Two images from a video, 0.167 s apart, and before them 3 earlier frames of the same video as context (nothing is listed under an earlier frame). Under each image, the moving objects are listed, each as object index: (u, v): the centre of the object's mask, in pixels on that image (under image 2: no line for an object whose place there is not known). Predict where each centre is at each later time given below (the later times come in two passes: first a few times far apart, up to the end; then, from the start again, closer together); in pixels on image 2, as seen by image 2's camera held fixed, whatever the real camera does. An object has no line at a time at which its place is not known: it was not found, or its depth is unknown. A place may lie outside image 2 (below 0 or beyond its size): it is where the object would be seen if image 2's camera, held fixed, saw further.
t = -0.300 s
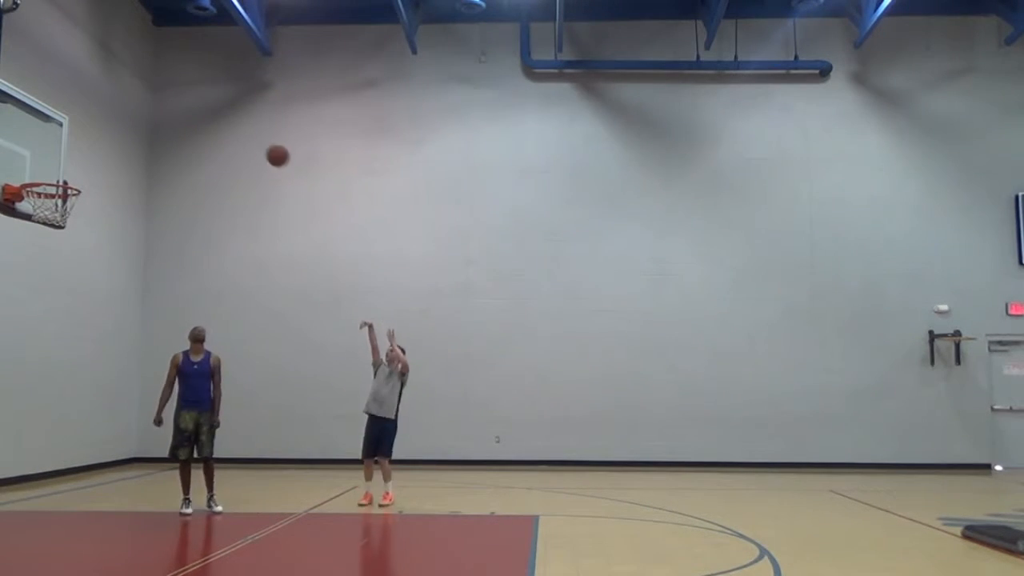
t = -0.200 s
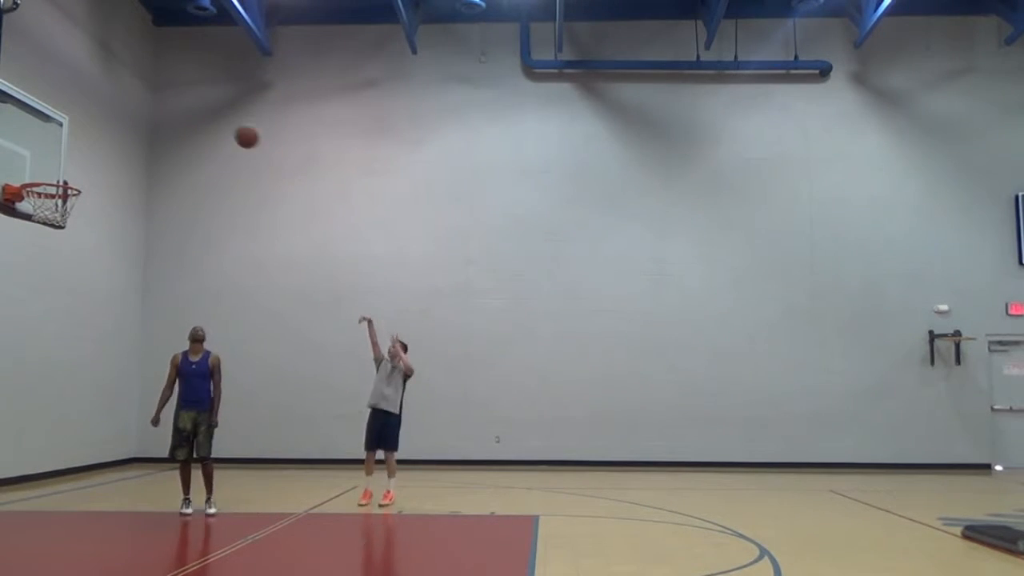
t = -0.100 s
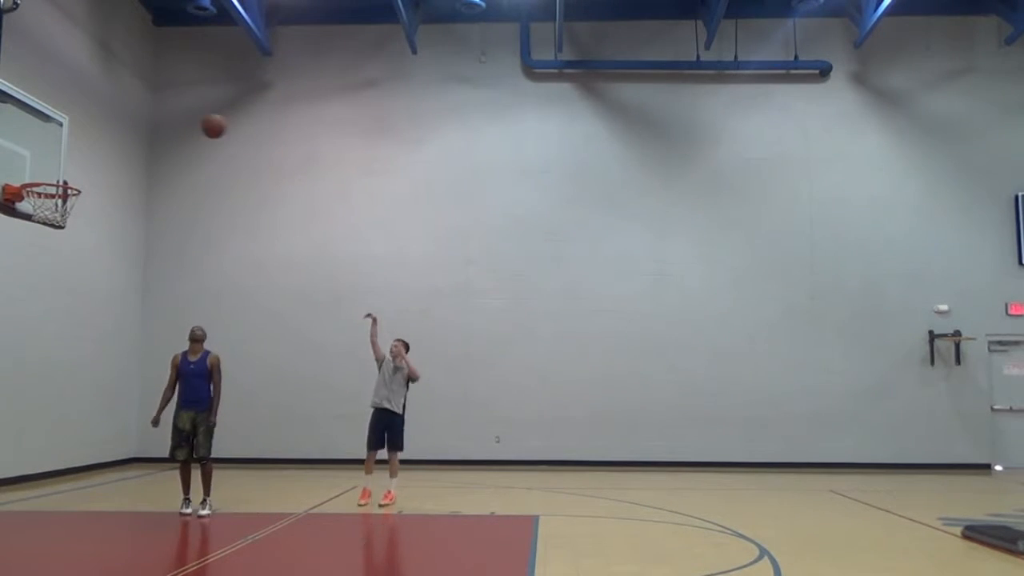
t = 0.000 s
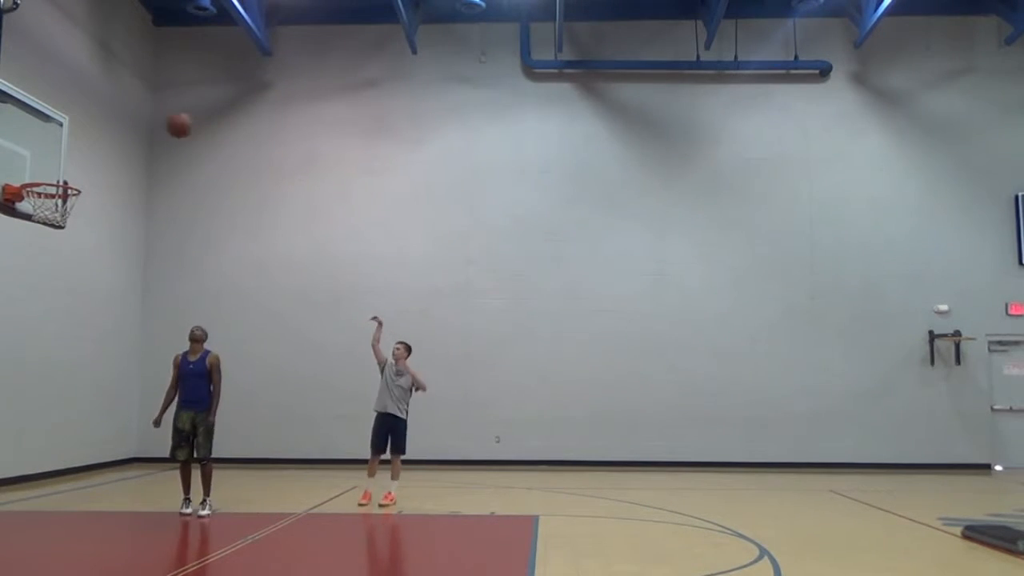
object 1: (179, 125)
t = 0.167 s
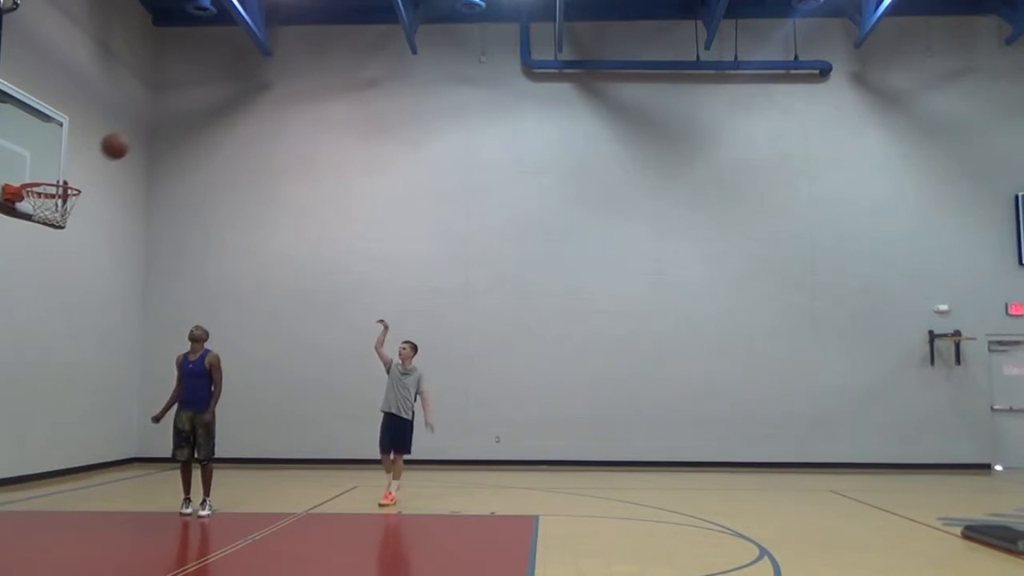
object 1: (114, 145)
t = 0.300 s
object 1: (57, 181)
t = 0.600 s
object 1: (27, 236)
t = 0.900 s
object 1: (23, 358)
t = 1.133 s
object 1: (14, 523)
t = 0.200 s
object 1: (100, 154)
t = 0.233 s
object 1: (87, 162)
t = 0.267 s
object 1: (72, 172)
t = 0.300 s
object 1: (57, 181)
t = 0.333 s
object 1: (42, 197)
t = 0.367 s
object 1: (30, 202)
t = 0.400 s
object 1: (25, 211)
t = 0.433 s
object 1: (26, 213)
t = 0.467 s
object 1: (26, 215)
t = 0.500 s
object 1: (27, 218)
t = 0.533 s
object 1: (27, 222)
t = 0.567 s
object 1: (27, 229)
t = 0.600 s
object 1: (27, 236)
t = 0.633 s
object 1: (26, 244)
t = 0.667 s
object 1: (26, 254)
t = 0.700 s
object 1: (26, 266)
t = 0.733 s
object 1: (26, 278)
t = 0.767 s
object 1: (25, 291)
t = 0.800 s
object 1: (25, 306)
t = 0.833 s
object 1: (24, 322)
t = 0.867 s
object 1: (23, 339)
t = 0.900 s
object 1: (23, 358)
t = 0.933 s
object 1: (22, 377)
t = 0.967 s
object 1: (21, 399)
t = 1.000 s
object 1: (19, 422)
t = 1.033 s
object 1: (18, 445)
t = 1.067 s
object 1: (16, 470)
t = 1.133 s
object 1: (14, 523)
